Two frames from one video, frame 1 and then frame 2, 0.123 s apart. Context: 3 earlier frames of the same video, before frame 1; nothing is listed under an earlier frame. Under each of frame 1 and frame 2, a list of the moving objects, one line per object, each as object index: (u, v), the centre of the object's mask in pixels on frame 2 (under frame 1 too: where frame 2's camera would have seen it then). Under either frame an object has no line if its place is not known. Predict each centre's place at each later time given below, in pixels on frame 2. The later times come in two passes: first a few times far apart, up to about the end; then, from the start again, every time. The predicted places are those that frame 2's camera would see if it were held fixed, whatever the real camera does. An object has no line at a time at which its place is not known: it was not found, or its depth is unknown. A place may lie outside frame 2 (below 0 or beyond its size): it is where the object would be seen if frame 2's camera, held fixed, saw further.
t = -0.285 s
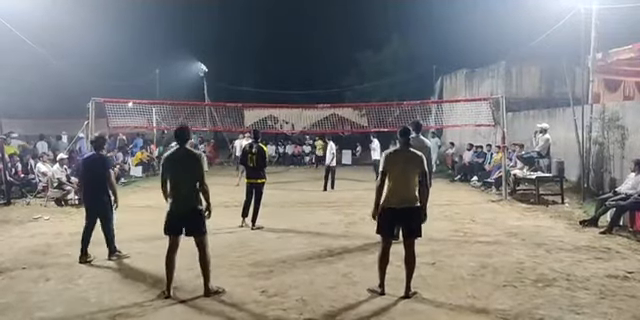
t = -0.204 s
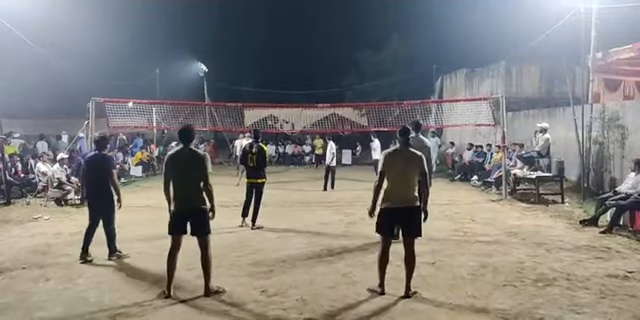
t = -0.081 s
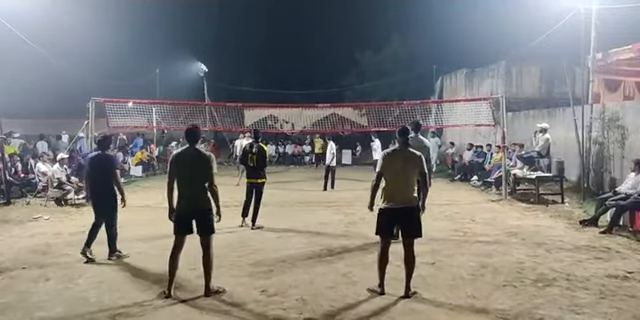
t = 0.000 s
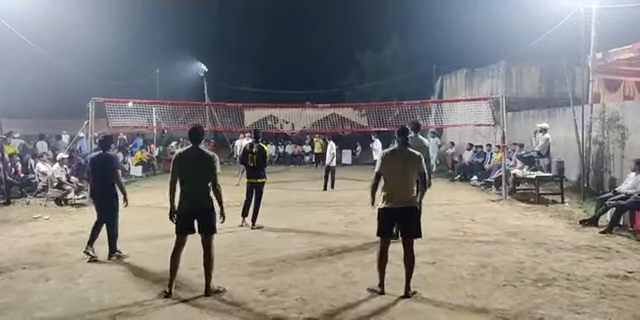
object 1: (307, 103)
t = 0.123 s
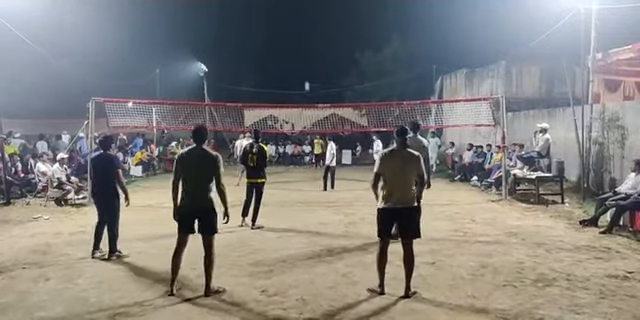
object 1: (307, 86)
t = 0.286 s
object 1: (304, 61)
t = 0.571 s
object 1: (299, 27)
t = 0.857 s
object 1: (296, 13)
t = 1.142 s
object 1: (293, 35)
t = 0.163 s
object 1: (306, 79)
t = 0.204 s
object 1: (305, 73)
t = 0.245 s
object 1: (304, 67)
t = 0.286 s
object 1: (304, 61)
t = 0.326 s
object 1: (303, 56)
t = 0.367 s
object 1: (302, 50)
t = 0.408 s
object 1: (301, 45)
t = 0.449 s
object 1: (301, 40)
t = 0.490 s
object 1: (300, 35)
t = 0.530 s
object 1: (300, 31)
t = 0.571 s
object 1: (299, 27)
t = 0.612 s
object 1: (298, 24)
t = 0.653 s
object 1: (298, 21)
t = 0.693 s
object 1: (298, 18)
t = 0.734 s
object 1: (297, 16)
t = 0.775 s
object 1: (297, 14)
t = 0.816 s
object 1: (297, 13)
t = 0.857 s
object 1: (296, 13)
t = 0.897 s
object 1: (296, 14)
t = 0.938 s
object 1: (295, 15)
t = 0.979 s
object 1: (295, 17)
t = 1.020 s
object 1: (294, 20)
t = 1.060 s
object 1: (294, 23)
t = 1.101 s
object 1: (293, 29)
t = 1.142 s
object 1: (293, 35)
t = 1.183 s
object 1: (292, 44)
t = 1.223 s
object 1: (292, 55)
